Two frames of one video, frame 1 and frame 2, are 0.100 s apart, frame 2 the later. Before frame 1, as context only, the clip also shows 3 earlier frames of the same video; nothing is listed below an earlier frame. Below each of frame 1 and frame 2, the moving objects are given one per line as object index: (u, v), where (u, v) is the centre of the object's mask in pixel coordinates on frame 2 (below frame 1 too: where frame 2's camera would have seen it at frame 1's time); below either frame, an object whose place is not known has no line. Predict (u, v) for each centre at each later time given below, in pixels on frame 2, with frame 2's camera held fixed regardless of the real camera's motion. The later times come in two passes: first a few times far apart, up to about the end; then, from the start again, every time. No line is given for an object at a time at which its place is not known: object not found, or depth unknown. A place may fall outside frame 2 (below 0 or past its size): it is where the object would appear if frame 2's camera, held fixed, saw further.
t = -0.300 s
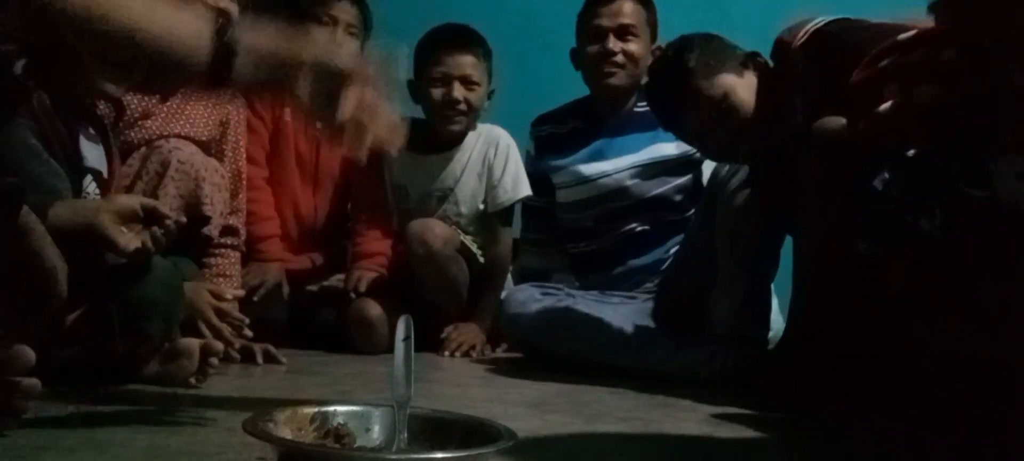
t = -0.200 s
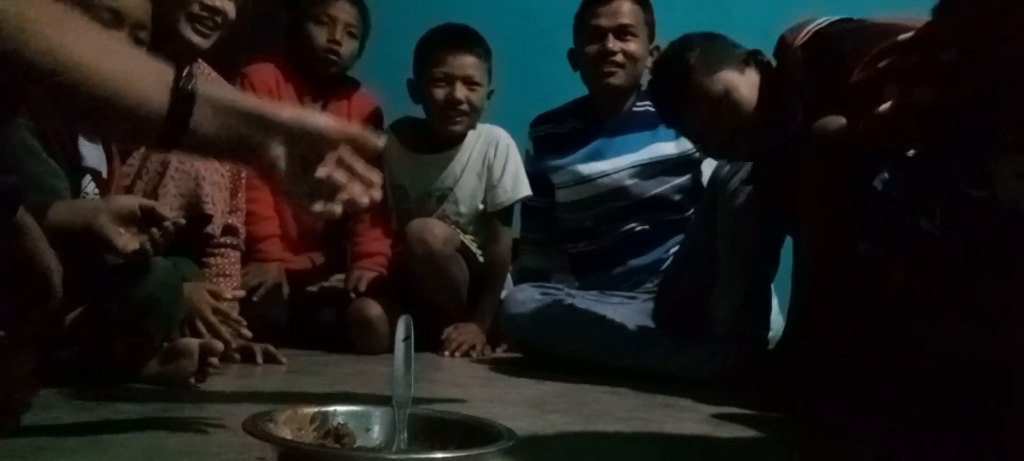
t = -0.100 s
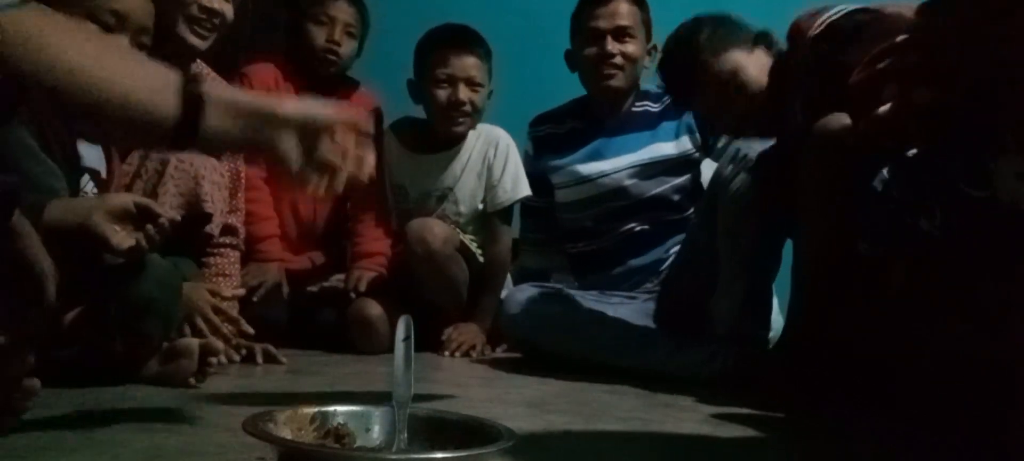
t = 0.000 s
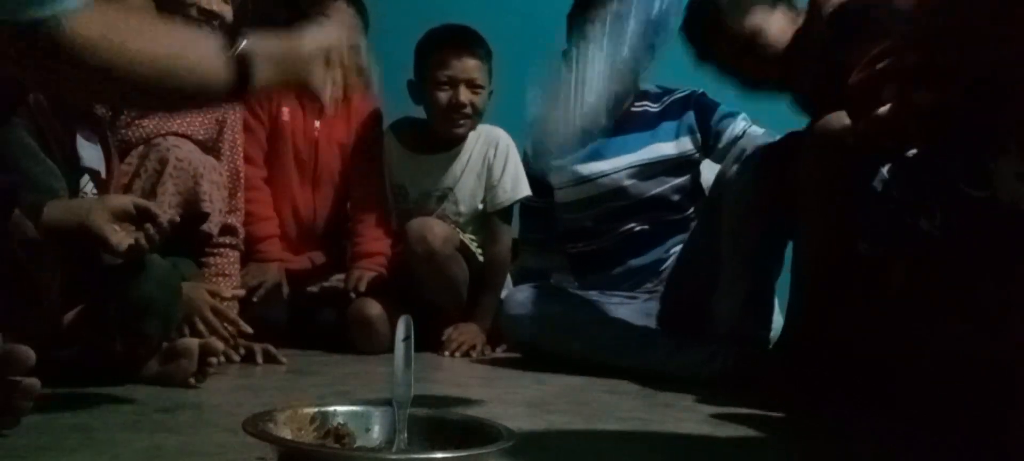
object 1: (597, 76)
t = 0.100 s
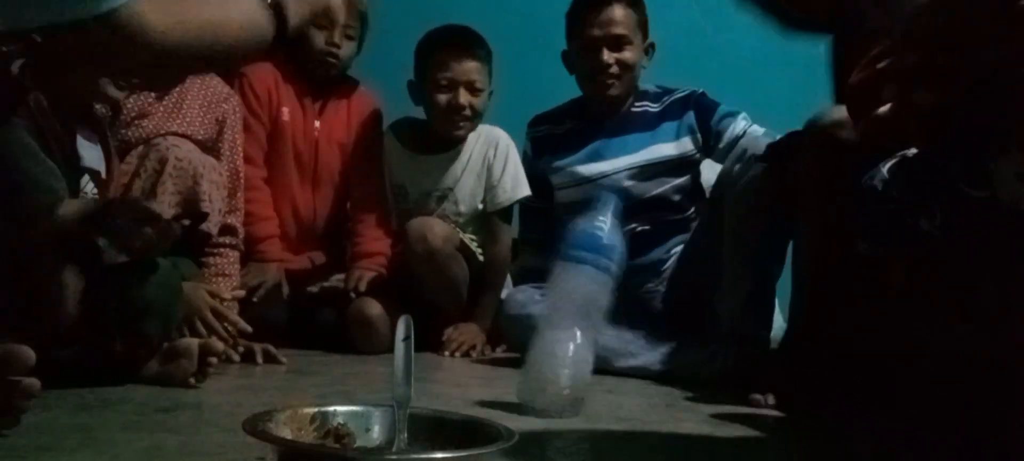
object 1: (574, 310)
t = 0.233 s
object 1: (548, 306)
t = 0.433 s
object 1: (521, 313)
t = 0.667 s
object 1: (487, 360)
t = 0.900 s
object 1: (496, 368)
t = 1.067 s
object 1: (505, 367)
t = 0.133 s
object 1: (566, 305)
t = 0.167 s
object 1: (558, 308)
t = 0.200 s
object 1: (553, 306)
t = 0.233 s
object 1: (548, 306)
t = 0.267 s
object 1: (543, 307)
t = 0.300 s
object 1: (539, 307)
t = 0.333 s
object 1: (535, 307)
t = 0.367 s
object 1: (530, 308)
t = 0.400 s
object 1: (526, 310)
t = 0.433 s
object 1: (521, 313)
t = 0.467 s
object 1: (517, 314)
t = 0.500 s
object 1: (514, 317)
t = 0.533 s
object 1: (510, 321)
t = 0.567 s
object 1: (505, 326)
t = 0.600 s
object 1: (499, 332)
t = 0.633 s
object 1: (492, 341)
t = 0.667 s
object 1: (487, 360)
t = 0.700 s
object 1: (489, 365)
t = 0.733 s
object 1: (490, 364)
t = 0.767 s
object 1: (491, 367)
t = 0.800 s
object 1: (494, 368)
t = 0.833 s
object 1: (495, 368)
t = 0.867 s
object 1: (496, 368)
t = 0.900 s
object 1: (496, 368)
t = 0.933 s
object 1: (498, 368)
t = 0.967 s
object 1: (500, 367)
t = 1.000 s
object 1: (502, 367)
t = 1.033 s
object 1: (504, 367)
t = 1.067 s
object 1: (505, 367)
